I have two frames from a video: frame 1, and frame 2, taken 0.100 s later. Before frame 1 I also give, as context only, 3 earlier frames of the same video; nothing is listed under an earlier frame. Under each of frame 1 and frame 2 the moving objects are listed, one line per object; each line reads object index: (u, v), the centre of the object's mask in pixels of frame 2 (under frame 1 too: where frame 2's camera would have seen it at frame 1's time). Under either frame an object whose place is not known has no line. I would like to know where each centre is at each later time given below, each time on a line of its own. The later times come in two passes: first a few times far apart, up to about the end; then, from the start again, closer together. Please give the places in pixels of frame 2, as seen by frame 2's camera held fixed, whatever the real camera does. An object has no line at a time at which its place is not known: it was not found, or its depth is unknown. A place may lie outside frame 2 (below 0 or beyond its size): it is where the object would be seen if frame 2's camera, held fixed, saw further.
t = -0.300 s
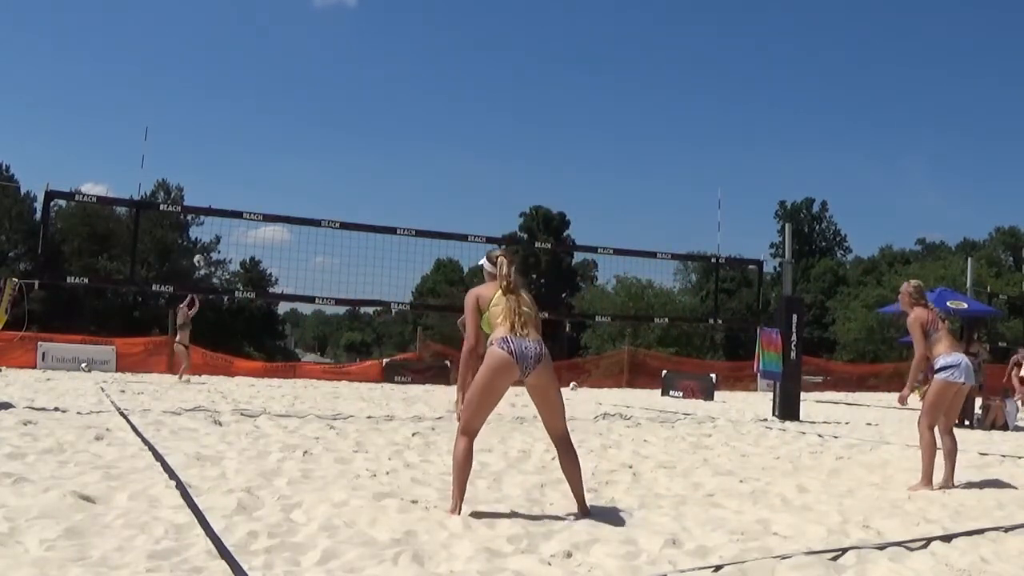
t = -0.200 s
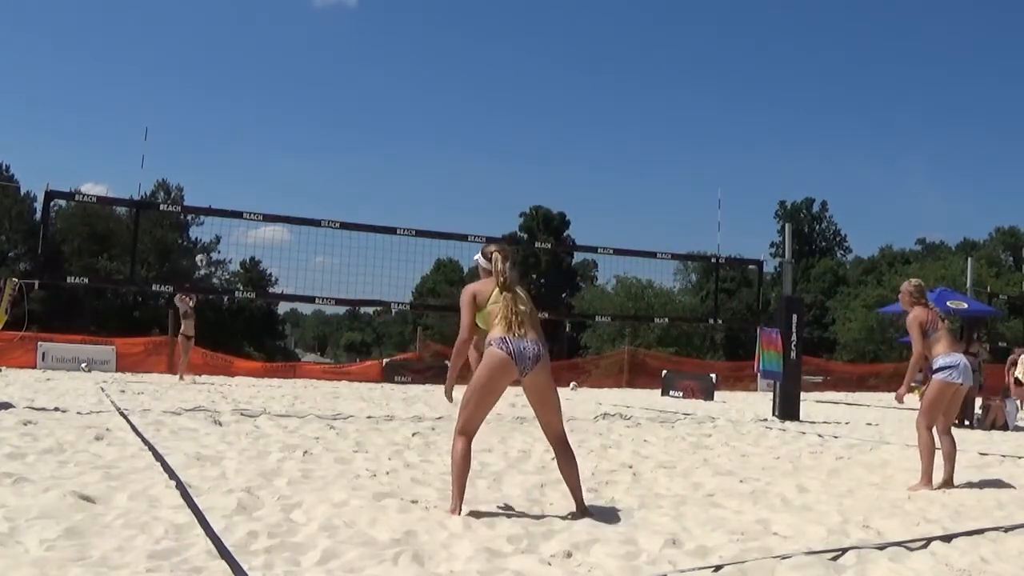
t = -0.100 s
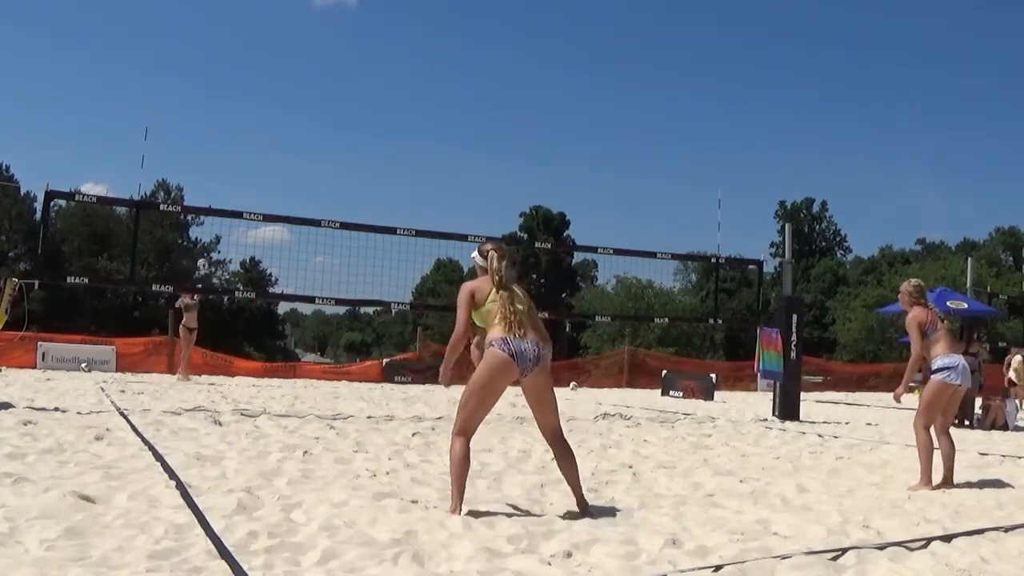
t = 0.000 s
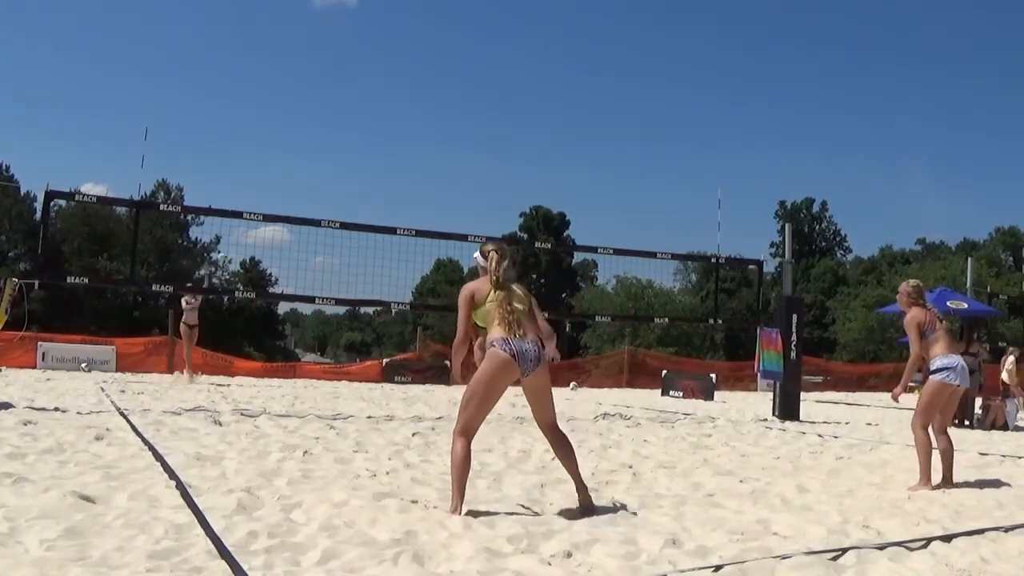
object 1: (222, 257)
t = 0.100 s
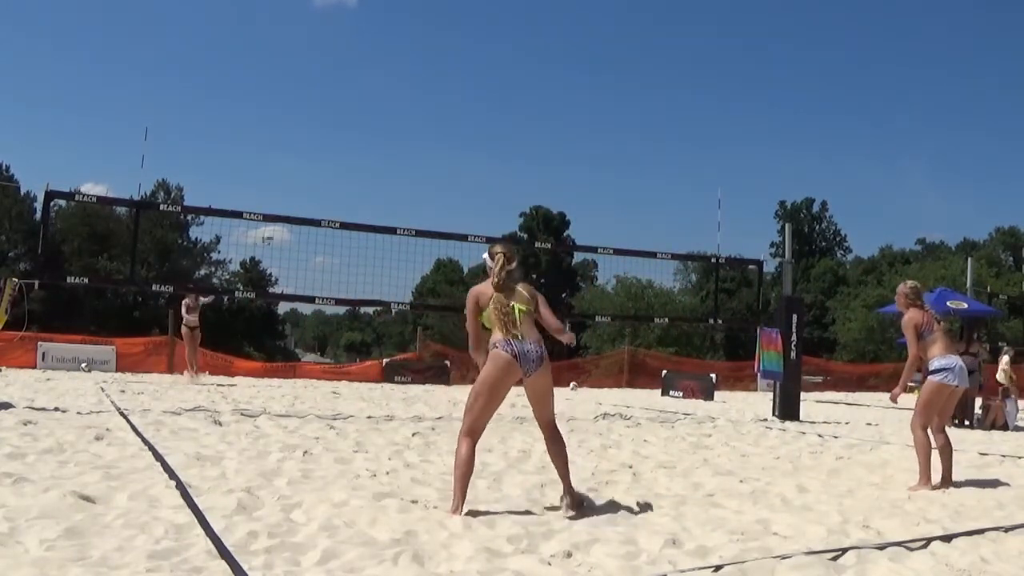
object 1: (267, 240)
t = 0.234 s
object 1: (335, 216)
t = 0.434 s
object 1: (458, 197)
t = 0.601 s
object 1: (584, 197)
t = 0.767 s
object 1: (733, 224)
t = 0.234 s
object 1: (335, 216)
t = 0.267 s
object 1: (353, 211)
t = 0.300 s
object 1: (373, 208)
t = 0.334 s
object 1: (392, 205)
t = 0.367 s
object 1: (414, 201)
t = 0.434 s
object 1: (458, 197)
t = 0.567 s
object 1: (557, 196)
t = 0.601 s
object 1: (584, 197)
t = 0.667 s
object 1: (641, 204)
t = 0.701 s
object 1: (671, 209)
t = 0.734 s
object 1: (701, 217)
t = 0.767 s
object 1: (733, 224)
